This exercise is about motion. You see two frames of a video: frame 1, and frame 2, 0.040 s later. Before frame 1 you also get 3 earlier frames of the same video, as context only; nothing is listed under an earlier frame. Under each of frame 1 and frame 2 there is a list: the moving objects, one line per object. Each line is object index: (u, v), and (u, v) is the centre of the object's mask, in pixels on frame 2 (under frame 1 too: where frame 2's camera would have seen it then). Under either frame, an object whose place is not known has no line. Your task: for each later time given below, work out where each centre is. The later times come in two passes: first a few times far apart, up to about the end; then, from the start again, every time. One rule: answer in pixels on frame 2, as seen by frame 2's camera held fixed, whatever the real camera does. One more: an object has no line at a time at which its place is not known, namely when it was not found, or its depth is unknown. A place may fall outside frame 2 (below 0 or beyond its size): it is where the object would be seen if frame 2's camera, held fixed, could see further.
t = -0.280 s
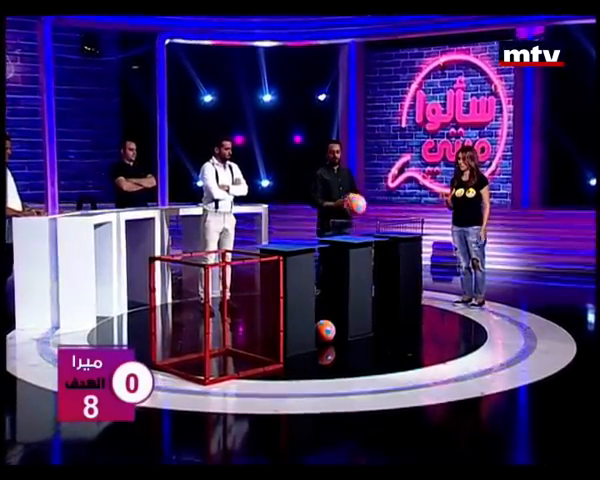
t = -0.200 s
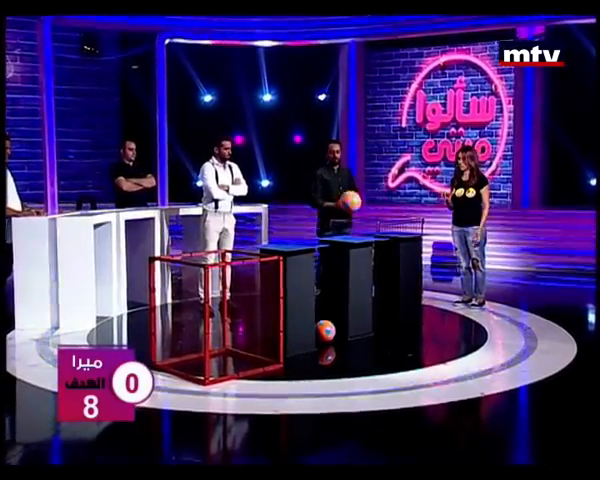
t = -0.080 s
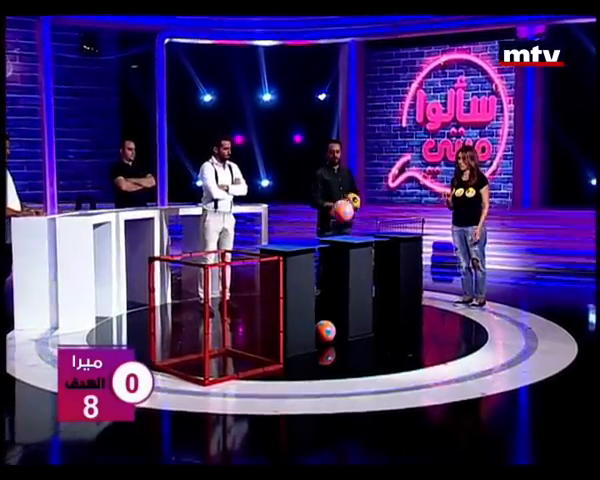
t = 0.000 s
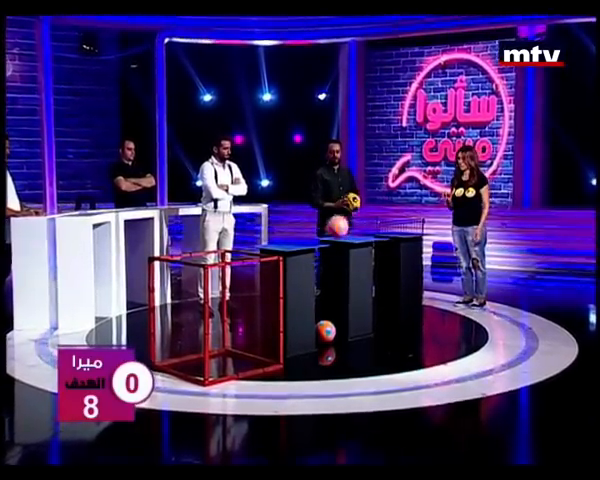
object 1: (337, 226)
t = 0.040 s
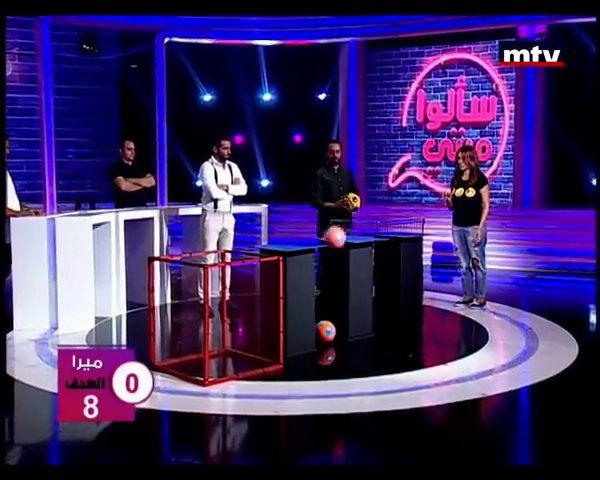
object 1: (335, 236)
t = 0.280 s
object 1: (326, 333)
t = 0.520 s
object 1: (338, 319)
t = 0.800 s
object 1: (356, 334)
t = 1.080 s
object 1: (371, 348)
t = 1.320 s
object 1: (386, 362)
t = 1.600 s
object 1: (404, 368)
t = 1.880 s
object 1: (421, 381)
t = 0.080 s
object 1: (333, 250)
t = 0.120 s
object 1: (330, 265)
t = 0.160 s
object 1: (328, 281)
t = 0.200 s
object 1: (325, 300)
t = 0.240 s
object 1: (324, 318)
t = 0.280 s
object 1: (326, 333)
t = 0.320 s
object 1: (327, 330)
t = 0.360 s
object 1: (330, 325)
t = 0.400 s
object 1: (332, 322)
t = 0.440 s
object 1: (334, 318)
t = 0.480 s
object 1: (337, 318)
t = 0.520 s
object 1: (338, 319)
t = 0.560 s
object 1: (341, 322)
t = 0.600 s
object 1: (343, 326)
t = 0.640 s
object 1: (346, 334)
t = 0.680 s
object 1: (348, 342)
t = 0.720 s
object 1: (351, 343)
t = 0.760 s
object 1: (353, 337)
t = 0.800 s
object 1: (356, 334)
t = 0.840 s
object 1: (358, 334)
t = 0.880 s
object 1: (360, 335)
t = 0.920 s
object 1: (362, 339)
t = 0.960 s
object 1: (364, 344)
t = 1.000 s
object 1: (367, 351)
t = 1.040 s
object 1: (369, 352)
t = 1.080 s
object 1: (371, 348)
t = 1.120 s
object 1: (373, 347)
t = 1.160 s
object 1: (375, 348)
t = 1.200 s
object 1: (378, 351)
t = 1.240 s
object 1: (380, 355)
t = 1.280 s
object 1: (383, 362)
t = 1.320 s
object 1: (386, 362)
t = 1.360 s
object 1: (388, 359)
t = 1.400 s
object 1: (391, 359)
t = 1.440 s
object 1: (393, 361)
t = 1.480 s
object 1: (396, 366)
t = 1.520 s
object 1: (399, 371)
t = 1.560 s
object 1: (401, 368)
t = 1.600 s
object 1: (404, 368)
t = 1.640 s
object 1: (406, 370)
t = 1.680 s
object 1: (409, 374)
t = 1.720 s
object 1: (412, 376)
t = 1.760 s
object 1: (414, 375)
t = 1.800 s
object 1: (416, 376)
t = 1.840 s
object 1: (419, 380)
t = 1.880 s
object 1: (421, 381)
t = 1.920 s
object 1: (424, 381)
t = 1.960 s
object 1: (427, 384)
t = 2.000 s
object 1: (429, 386)
